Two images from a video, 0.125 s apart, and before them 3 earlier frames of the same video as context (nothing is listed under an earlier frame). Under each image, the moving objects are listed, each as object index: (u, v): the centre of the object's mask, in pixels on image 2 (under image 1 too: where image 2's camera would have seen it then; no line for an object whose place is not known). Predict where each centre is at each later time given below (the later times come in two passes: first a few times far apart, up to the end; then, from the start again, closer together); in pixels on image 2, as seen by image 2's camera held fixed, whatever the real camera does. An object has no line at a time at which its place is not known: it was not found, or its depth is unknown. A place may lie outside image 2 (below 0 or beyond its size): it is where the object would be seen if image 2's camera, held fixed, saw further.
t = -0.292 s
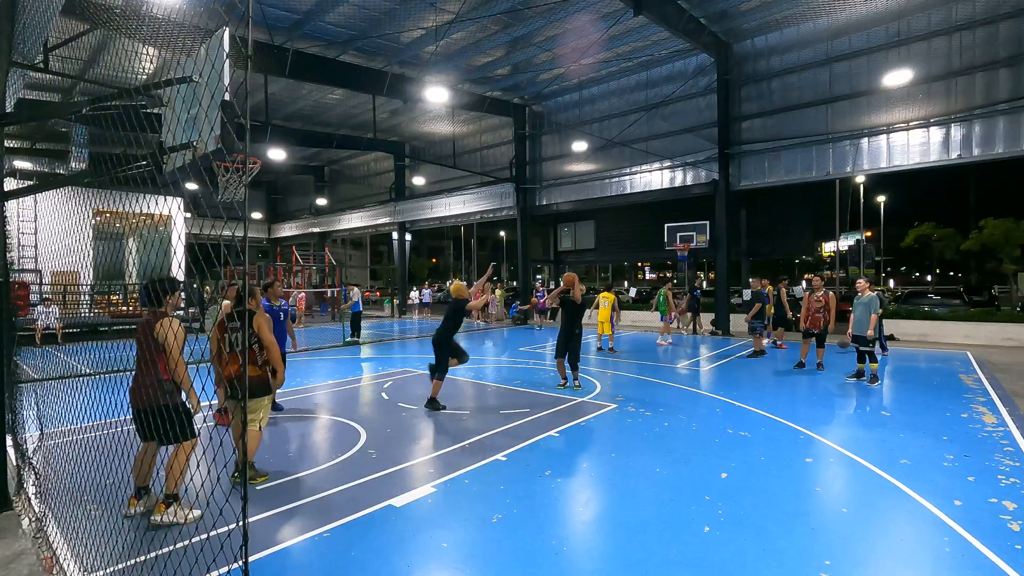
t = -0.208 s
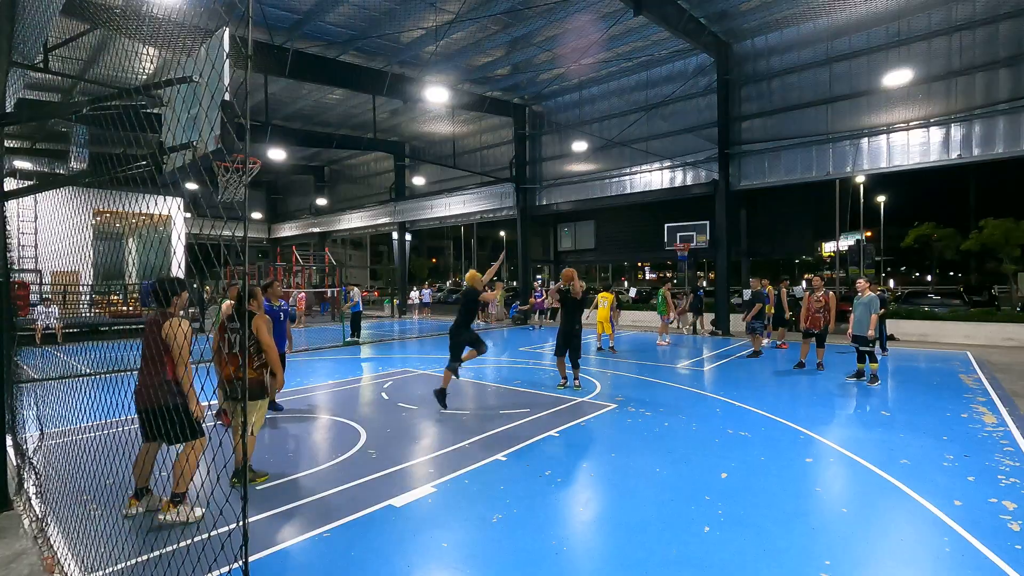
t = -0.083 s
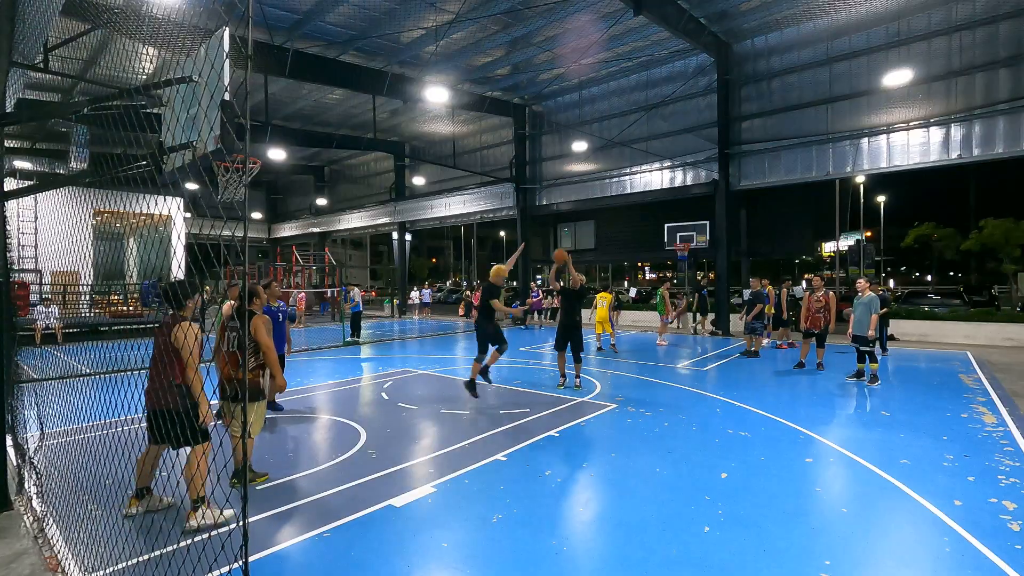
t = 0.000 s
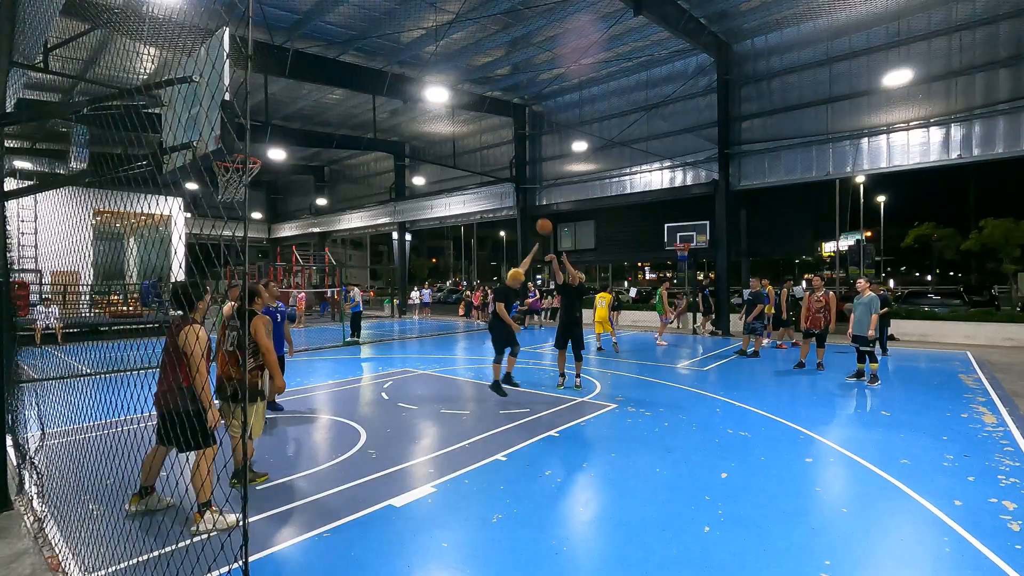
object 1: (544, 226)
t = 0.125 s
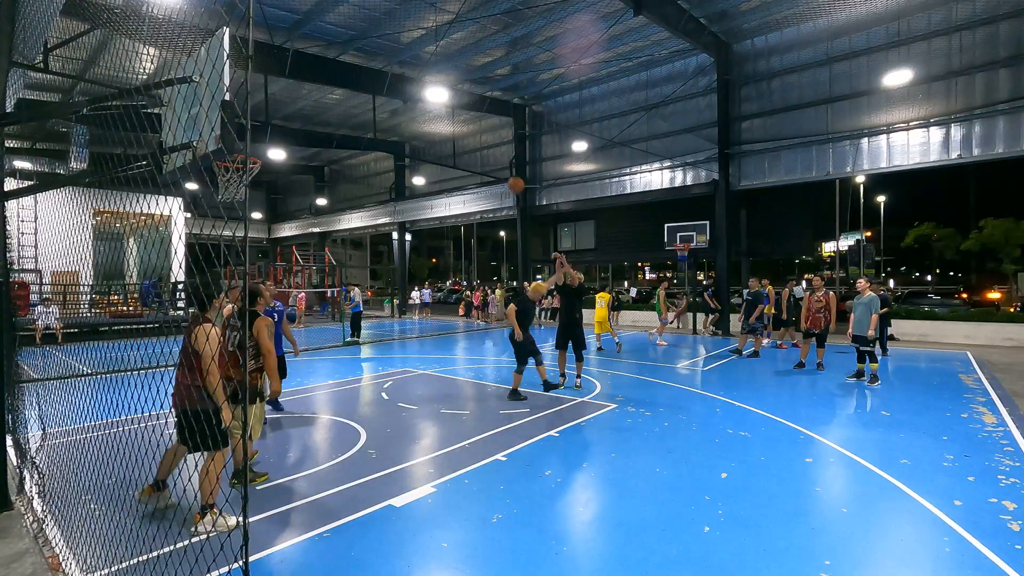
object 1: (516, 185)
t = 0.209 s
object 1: (495, 161)
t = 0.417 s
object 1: (442, 118)
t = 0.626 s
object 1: (378, 99)
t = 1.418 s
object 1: (180, 262)
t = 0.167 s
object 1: (506, 173)
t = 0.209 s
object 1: (495, 161)
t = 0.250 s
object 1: (486, 151)
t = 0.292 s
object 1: (475, 141)
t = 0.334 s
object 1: (463, 132)
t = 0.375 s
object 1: (452, 124)
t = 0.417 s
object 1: (442, 118)
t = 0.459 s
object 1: (429, 113)
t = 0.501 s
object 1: (416, 107)
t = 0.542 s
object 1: (405, 102)
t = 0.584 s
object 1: (392, 100)
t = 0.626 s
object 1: (378, 99)
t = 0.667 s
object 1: (365, 99)
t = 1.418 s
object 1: (180, 262)
